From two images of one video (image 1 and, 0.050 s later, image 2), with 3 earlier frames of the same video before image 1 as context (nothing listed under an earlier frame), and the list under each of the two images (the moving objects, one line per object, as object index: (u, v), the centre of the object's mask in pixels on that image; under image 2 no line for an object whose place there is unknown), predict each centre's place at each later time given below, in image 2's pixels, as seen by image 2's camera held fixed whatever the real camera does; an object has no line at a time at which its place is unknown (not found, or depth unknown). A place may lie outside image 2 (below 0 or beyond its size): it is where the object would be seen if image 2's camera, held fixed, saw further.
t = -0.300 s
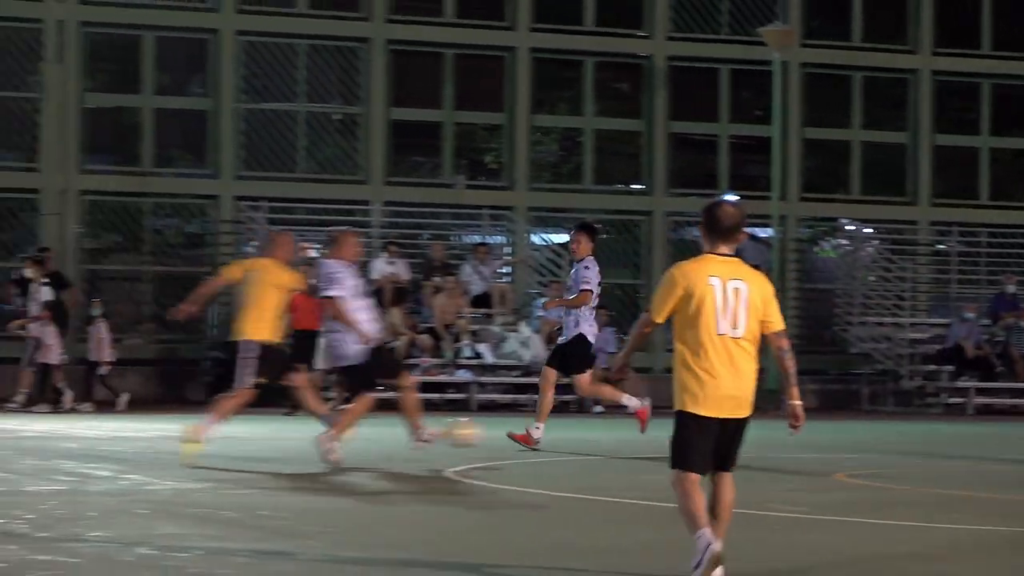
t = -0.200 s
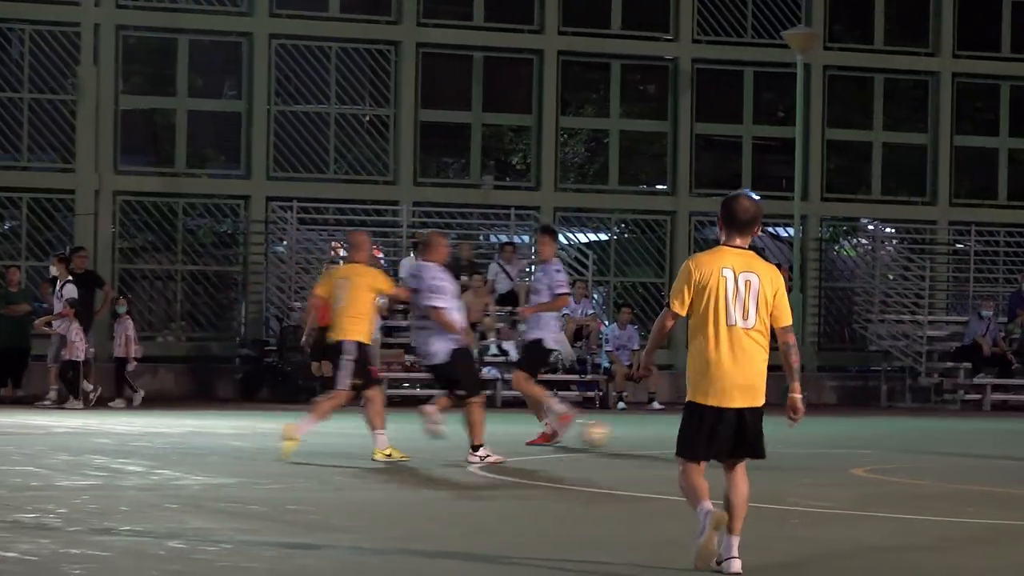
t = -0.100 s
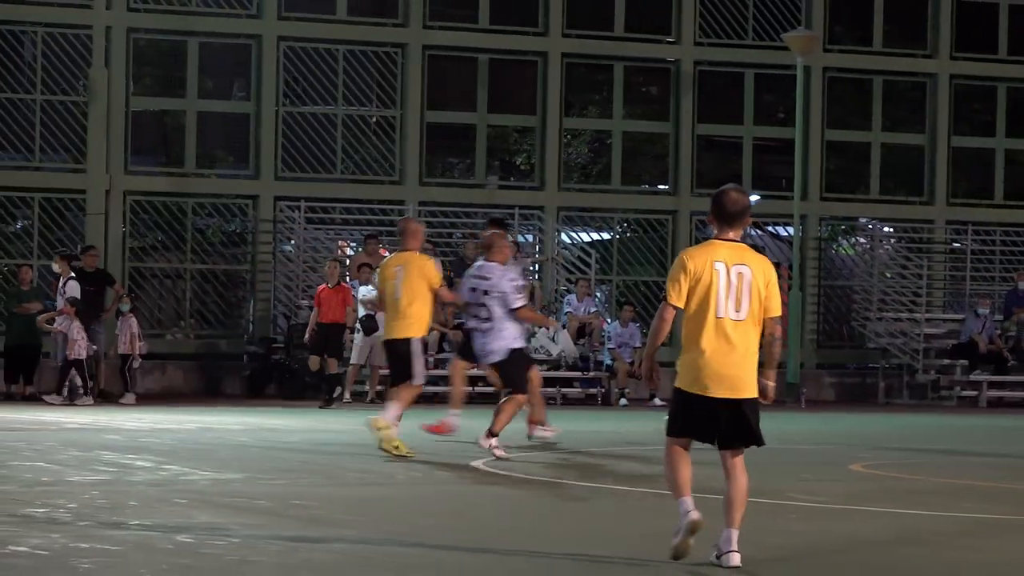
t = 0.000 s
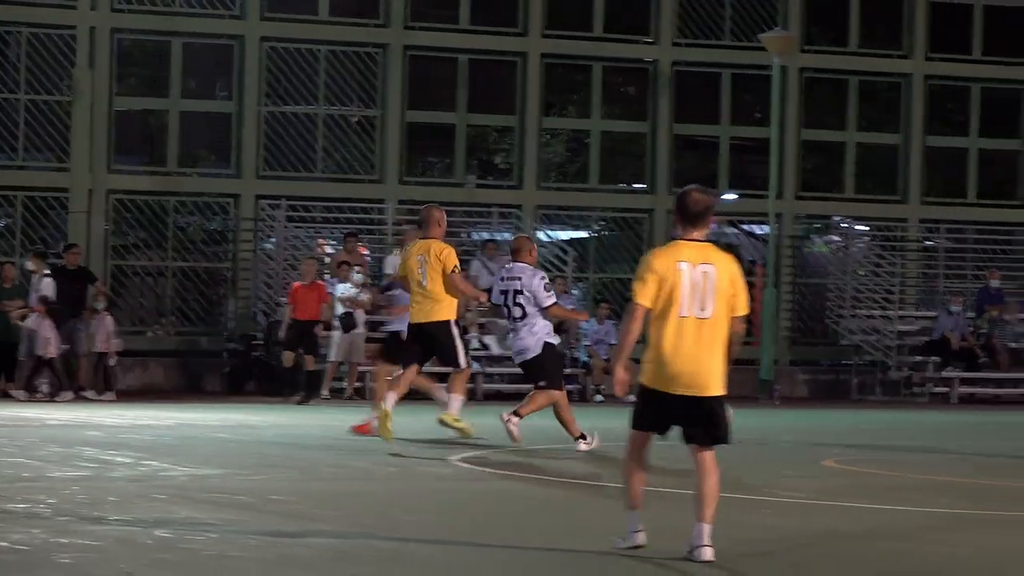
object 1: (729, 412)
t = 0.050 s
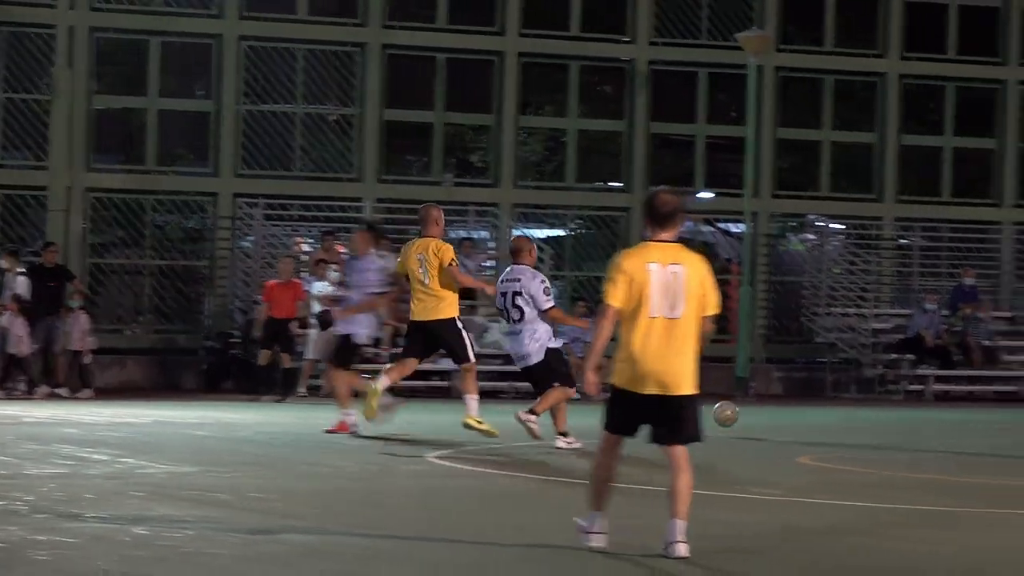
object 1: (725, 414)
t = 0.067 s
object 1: (736, 415)
